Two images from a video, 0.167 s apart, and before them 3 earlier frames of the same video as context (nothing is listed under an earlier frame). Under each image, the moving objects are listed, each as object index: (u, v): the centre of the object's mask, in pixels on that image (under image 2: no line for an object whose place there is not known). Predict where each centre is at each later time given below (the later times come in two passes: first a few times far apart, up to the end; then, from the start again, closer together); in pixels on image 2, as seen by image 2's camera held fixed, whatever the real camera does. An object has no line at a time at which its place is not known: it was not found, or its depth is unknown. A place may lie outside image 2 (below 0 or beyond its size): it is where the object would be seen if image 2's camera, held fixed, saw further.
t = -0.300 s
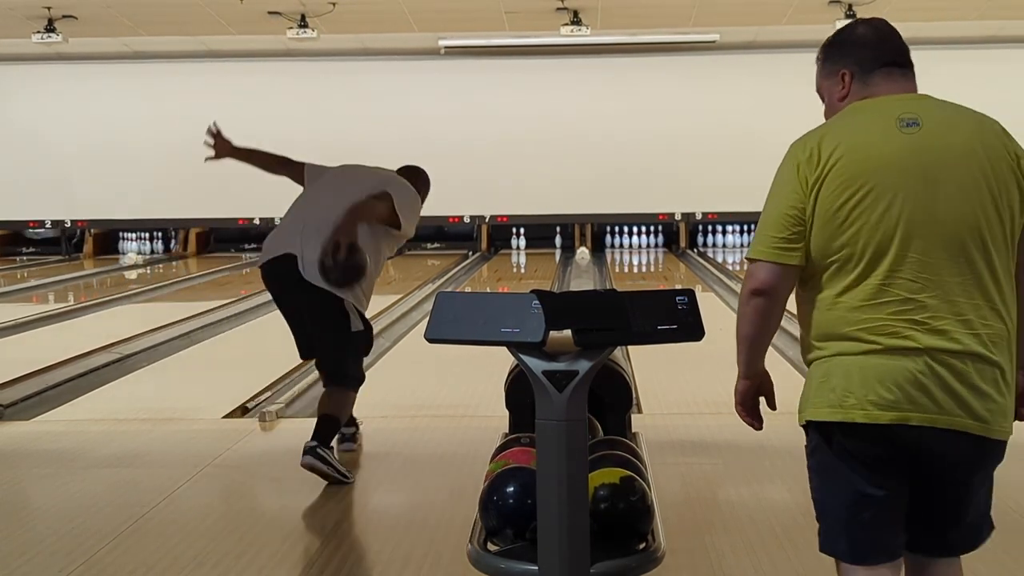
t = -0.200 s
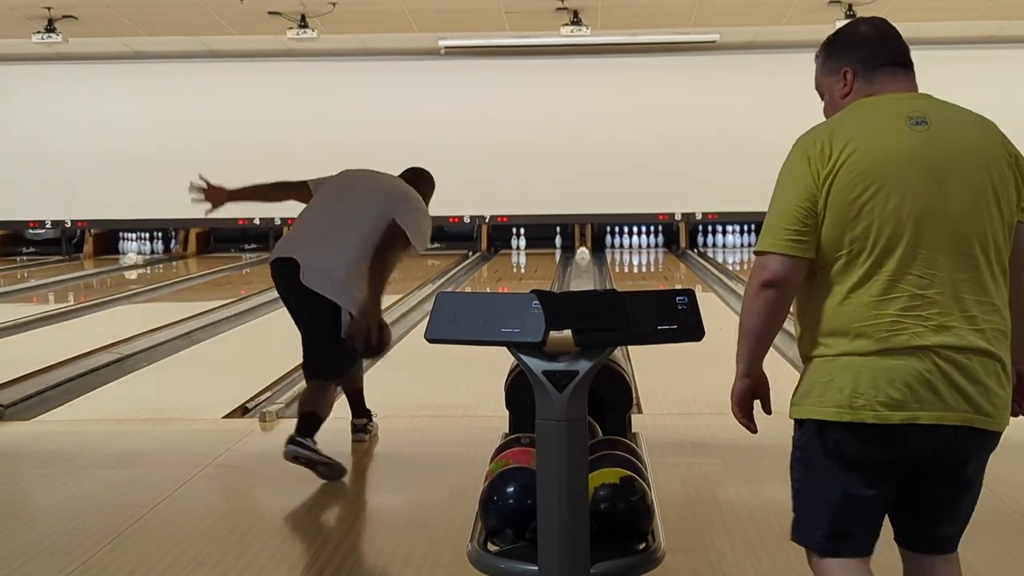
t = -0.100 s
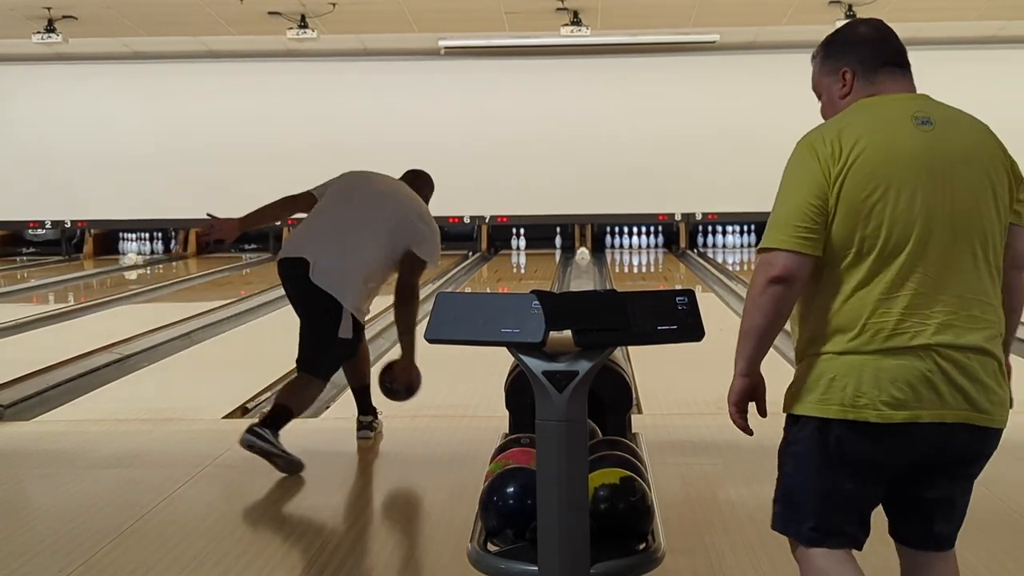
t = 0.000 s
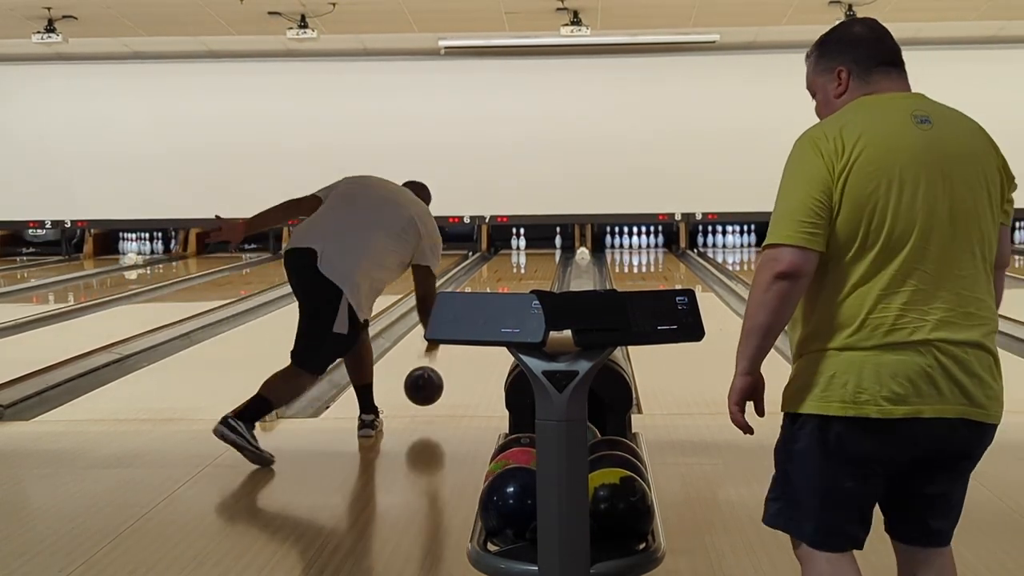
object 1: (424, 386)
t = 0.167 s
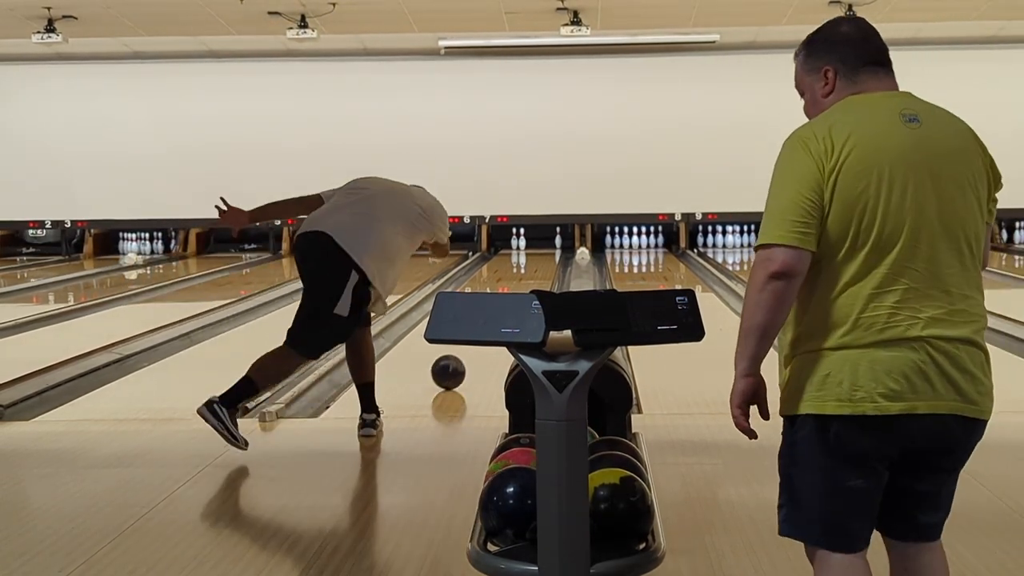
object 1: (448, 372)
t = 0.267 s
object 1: (460, 358)
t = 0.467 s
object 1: (477, 347)
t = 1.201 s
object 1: (514, 285)
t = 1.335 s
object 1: (518, 279)
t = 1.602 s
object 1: (524, 269)
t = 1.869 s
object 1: (528, 261)
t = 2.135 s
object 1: (530, 254)
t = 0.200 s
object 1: (452, 366)
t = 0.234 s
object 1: (456, 362)
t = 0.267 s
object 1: (460, 358)
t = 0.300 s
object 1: (463, 356)
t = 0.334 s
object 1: (466, 354)
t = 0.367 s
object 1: (469, 351)
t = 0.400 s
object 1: (472, 349)
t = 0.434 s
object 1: (475, 348)
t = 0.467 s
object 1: (477, 347)
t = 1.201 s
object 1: (514, 285)
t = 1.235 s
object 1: (515, 284)
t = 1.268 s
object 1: (516, 282)
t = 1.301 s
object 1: (517, 280)
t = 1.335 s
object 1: (518, 279)
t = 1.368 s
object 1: (519, 278)
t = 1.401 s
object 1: (520, 276)
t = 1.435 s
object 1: (521, 275)
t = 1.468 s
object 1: (522, 273)
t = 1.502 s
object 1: (522, 272)
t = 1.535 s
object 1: (523, 271)
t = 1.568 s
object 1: (524, 270)
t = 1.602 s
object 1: (524, 269)
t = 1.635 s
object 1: (525, 268)
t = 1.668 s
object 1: (525, 267)
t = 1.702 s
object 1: (526, 266)
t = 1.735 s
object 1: (527, 265)
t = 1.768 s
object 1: (527, 263)
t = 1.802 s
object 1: (527, 263)
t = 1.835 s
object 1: (528, 262)
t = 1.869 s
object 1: (528, 261)
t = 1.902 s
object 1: (529, 260)
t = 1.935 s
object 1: (529, 259)
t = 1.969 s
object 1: (529, 259)
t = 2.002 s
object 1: (529, 258)
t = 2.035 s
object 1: (530, 257)
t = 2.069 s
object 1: (530, 256)
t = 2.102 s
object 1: (530, 255)
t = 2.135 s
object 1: (530, 254)
